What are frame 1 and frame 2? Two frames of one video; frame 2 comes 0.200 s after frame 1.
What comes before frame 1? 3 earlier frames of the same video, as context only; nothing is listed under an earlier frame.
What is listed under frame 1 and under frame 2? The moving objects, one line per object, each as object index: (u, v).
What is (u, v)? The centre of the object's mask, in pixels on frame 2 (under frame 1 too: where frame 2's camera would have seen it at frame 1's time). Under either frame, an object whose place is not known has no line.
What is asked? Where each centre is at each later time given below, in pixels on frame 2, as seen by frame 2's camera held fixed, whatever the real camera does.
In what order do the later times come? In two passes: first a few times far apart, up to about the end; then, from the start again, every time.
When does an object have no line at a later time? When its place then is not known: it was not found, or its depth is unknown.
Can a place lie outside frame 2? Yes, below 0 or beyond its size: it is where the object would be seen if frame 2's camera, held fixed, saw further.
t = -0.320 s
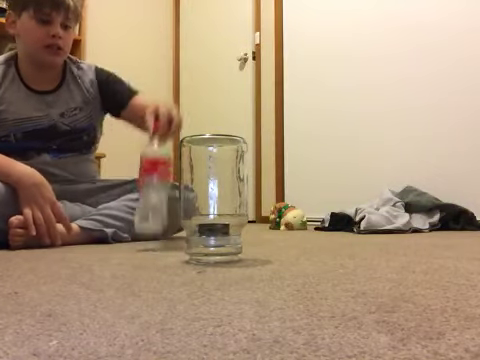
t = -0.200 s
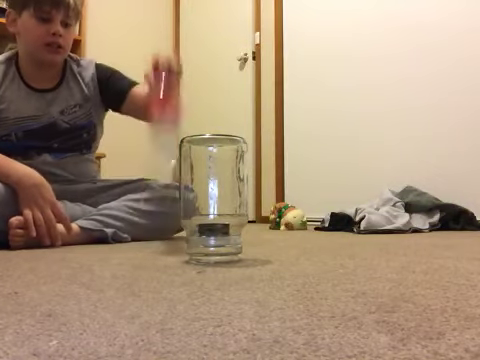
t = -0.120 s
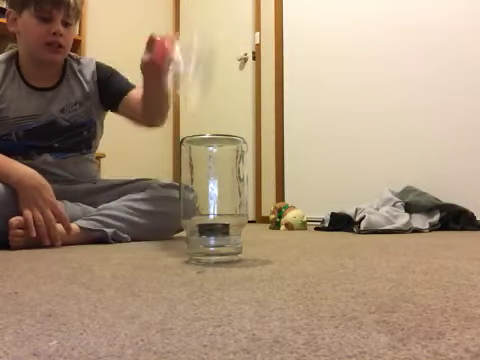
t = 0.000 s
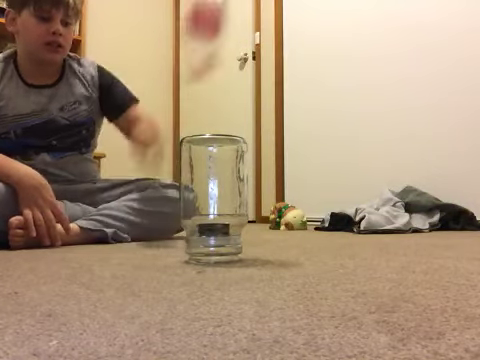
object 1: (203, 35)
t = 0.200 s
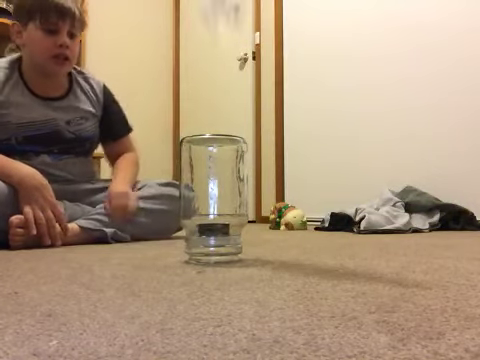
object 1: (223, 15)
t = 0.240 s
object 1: (236, 32)
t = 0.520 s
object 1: (312, 162)
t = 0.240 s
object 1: (236, 32)
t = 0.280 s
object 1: (245, 46)
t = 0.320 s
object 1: (249, 72)
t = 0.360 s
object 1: (260, 73)
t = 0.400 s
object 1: (272, 87)
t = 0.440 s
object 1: (286, 107)
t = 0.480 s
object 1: (300, 132)
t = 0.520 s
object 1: (312, 162)
